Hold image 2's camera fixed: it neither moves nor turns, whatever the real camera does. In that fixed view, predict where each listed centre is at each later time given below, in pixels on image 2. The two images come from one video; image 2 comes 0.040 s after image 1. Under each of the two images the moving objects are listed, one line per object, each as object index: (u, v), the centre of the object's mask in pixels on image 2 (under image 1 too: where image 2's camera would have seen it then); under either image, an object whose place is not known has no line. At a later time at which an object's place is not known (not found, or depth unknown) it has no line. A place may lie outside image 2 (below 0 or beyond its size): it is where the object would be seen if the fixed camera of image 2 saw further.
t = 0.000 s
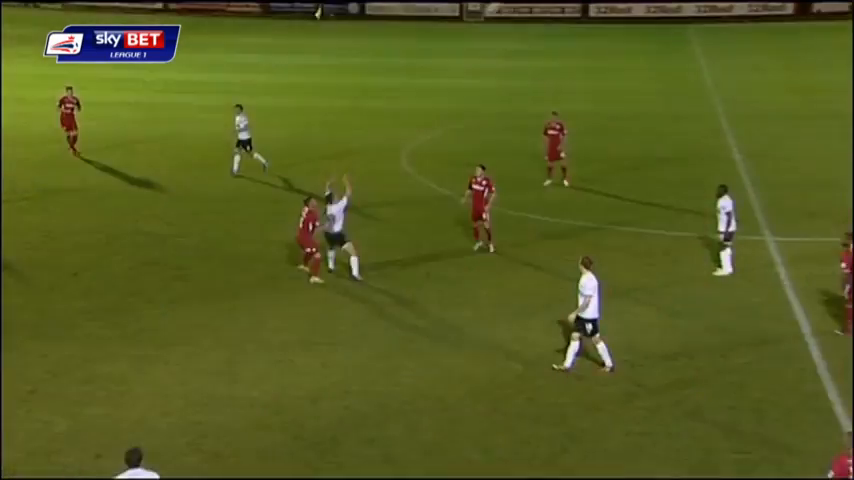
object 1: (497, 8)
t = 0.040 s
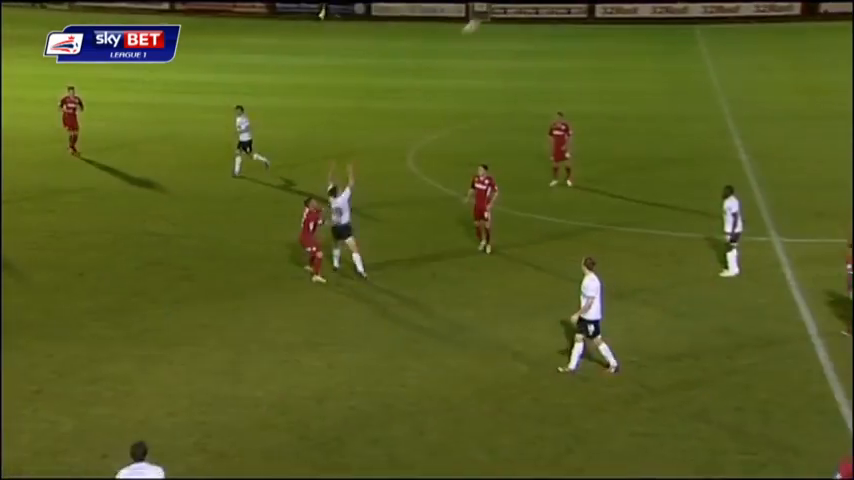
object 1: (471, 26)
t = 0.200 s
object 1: (358, 106)
